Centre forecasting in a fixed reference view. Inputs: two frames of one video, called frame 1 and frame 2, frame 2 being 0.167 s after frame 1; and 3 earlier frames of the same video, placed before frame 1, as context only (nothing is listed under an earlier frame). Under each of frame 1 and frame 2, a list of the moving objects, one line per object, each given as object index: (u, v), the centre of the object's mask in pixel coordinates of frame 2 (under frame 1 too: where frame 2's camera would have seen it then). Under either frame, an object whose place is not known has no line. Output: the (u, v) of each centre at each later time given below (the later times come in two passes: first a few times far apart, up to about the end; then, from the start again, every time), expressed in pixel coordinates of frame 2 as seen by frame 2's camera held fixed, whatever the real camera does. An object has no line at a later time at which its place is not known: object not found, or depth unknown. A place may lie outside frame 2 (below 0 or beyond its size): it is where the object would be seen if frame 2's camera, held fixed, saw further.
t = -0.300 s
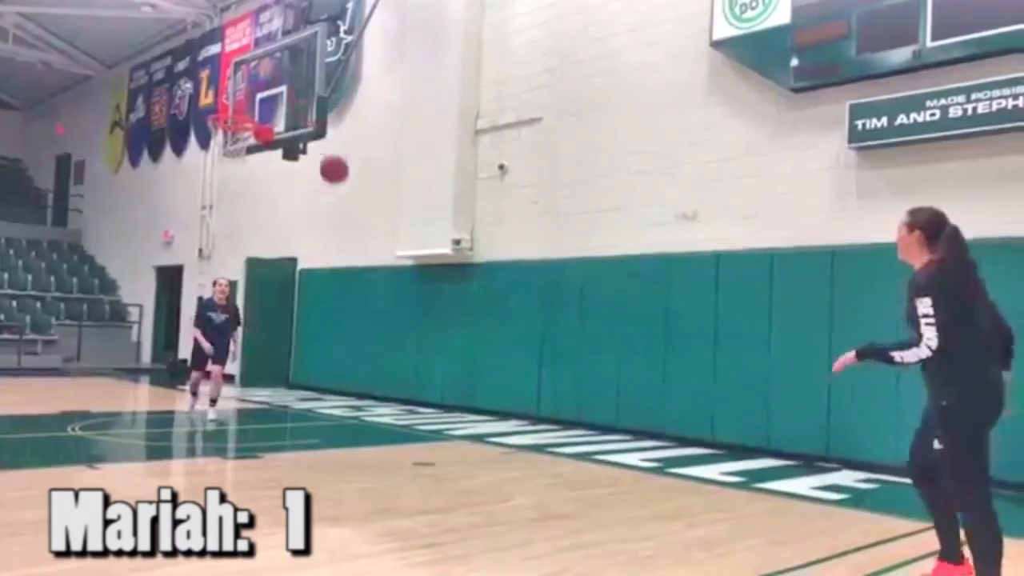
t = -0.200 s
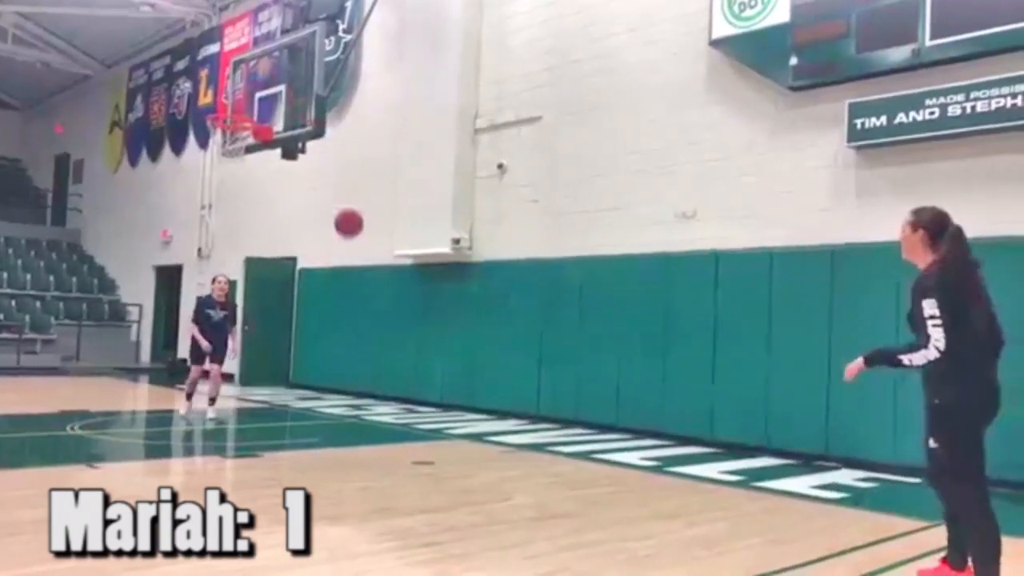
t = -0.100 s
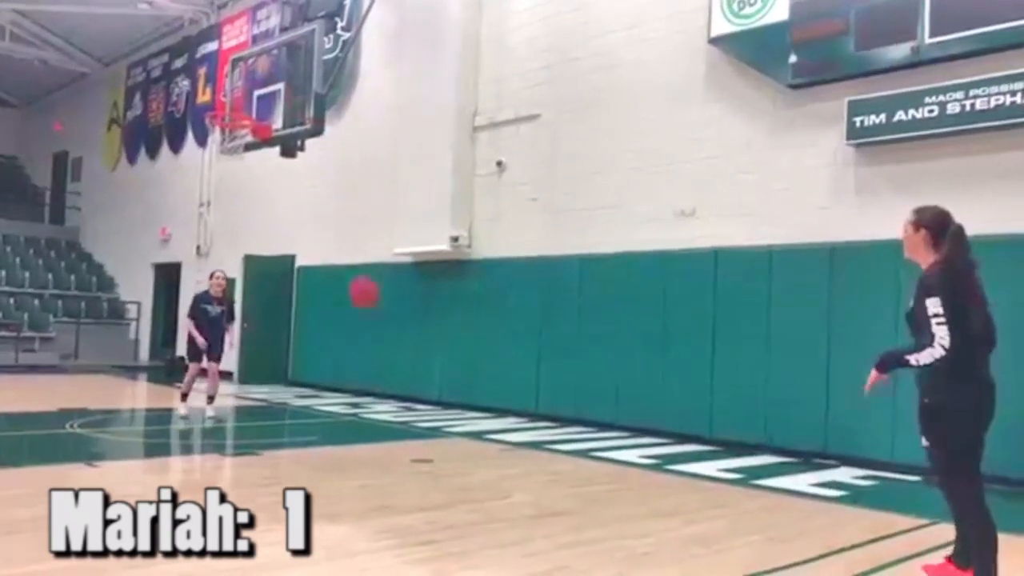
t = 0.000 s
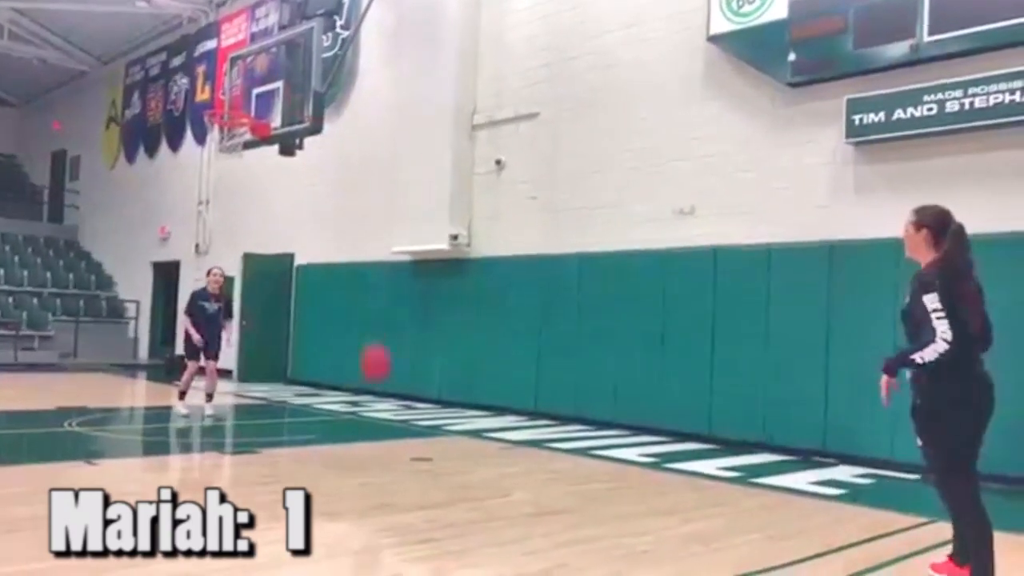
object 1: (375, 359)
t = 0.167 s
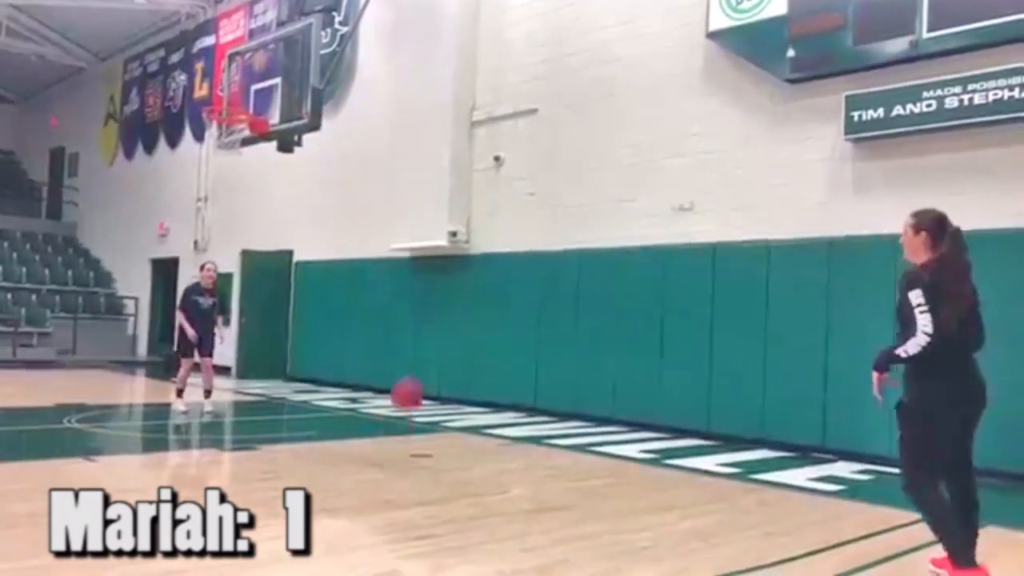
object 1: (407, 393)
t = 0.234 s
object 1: (422, 352)
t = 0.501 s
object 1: (481, 231)
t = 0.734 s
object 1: (532, 202)
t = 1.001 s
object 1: (590, 266)
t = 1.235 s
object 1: (639, 412)
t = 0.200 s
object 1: (415, 373)
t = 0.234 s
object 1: (422, 352)
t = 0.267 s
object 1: (429, 331)
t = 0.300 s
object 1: (436, 313)
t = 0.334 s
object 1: (444, 296)
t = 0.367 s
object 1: (452, 281)
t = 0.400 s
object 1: (459, 269)
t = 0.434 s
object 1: (466, 254)
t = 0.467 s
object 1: (474, 242)
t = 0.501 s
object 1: (481, 231)
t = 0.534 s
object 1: (488, 223)
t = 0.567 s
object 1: (496, 216)
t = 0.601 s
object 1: (503, 210)
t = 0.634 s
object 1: (510, 206)
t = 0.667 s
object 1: (518, 203)
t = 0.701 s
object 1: (525, 202)
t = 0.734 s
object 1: (532, 202)
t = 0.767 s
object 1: (539, 204)
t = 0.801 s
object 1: (547, 208)
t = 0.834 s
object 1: (554, 214)
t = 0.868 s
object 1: (561, 220)
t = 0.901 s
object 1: (569, 229)
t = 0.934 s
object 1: (576, 239)
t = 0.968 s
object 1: (583, 251)
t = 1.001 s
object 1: (590, 266)
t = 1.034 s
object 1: (597, 281)
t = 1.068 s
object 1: (605, 298)
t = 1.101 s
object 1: (611, 317)
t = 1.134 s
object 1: (620, 338)
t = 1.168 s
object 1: (628, 360)
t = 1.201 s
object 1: (634, 386)
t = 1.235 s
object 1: (639, 412)
